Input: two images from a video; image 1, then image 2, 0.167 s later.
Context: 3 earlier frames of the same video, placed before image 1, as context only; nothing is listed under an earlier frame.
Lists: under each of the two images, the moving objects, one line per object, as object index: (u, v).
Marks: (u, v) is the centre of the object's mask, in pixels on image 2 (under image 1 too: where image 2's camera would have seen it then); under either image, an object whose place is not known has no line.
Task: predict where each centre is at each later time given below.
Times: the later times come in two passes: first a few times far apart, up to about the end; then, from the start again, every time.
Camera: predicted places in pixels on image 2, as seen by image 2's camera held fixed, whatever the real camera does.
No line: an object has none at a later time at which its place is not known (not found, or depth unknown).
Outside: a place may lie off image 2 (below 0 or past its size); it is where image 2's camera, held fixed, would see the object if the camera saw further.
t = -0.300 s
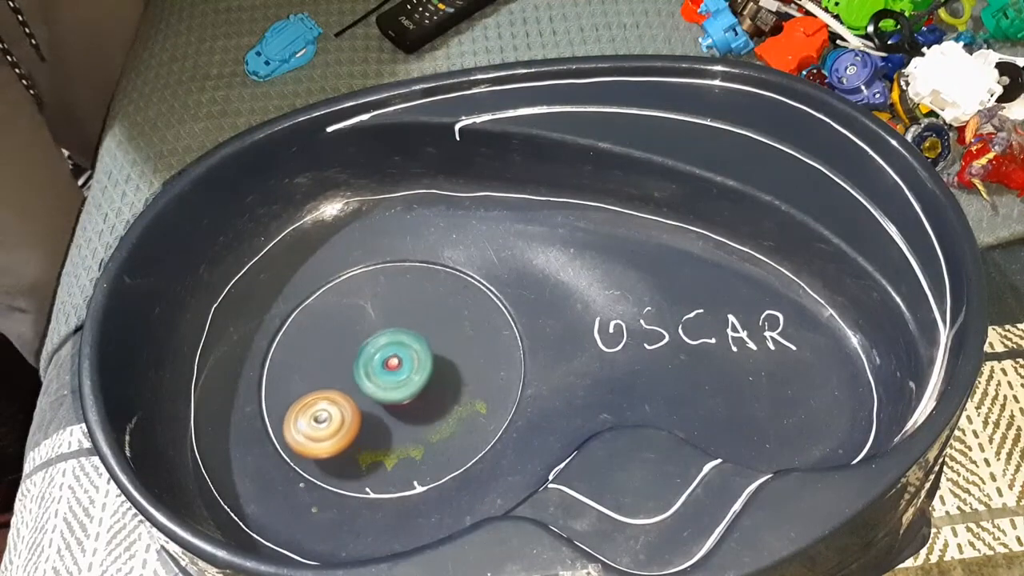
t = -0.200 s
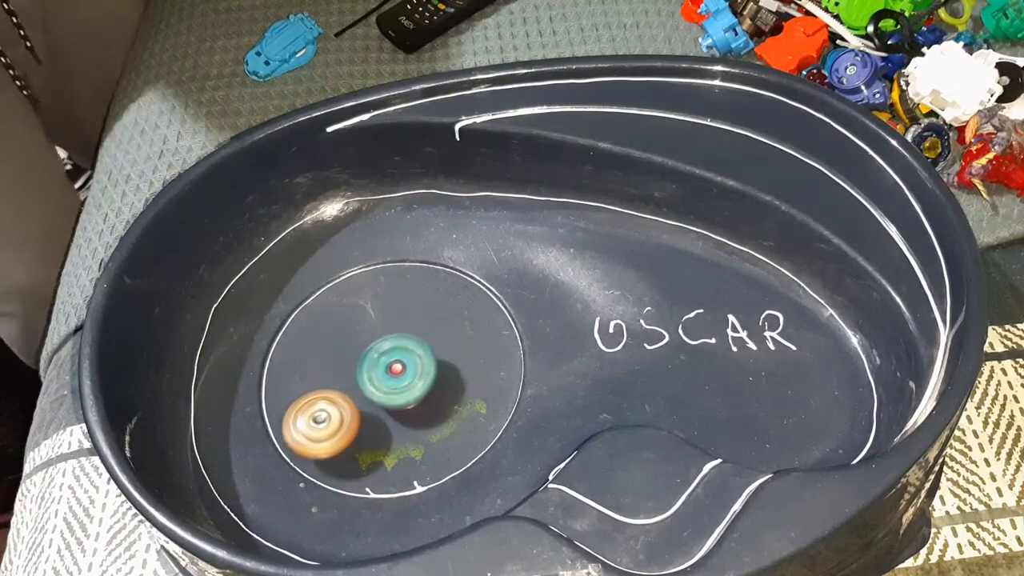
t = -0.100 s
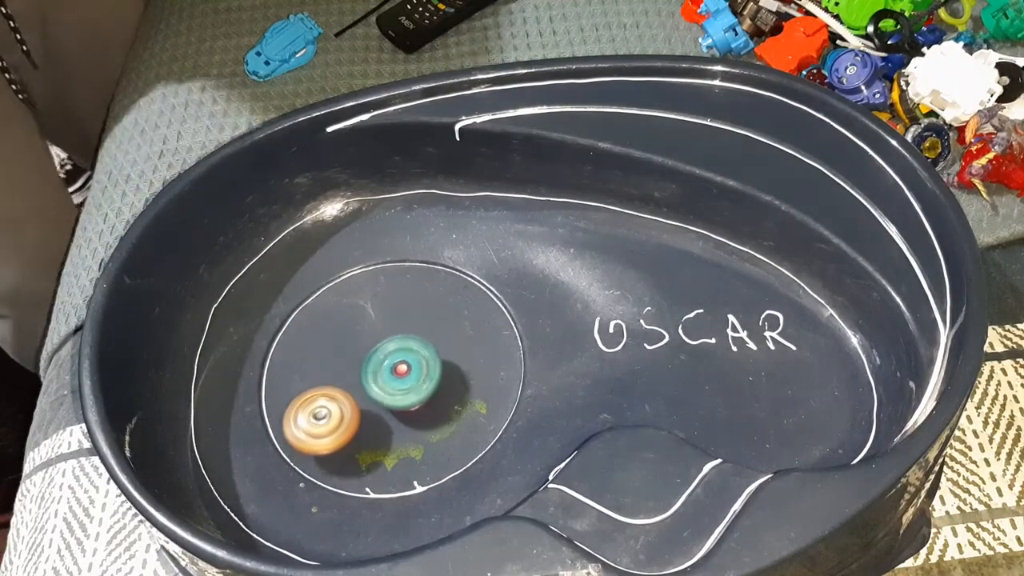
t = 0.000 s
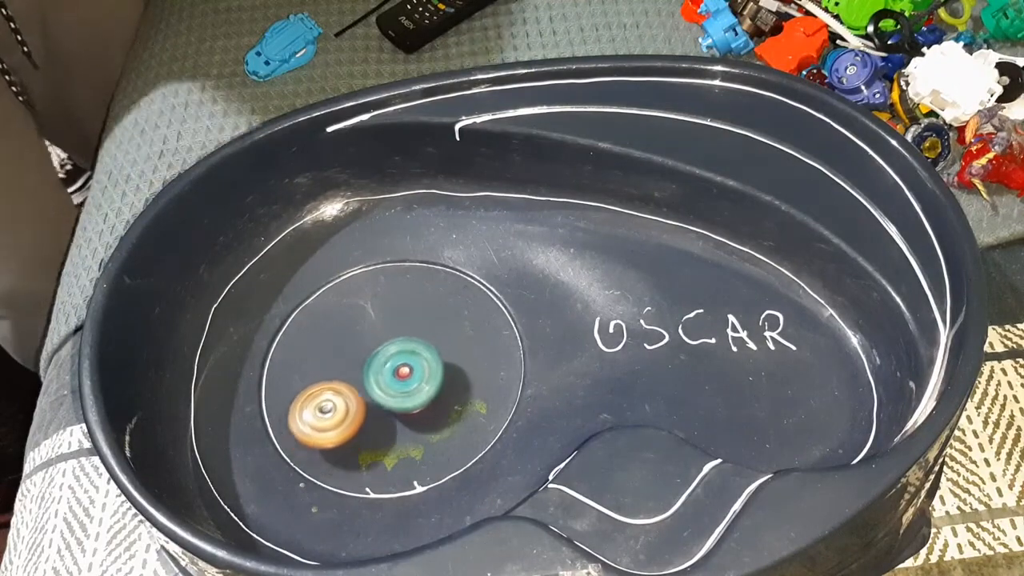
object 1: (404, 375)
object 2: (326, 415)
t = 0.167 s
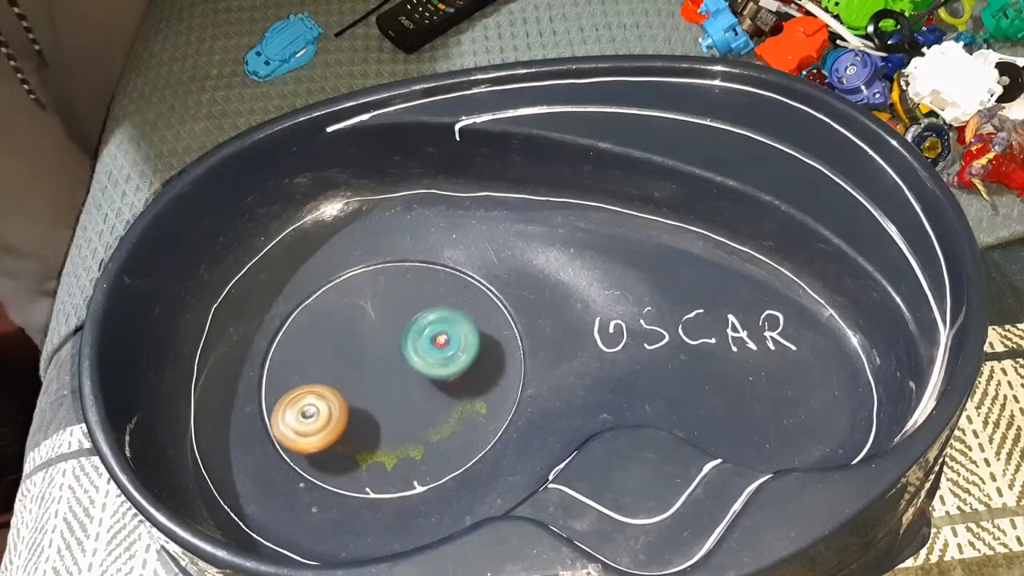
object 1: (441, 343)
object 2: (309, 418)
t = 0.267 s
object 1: (444, 324)
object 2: (308, 414)
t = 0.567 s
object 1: (404, 326)
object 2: (335, 400)
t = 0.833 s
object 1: (412, 328)
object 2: (336, 413)
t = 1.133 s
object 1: (404, 348)
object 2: (348, 412)
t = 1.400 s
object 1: (410, 363)
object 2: (345, 422)
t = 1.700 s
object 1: (419, 356)
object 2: (323, 423)
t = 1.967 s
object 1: (427, 354)
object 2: (311, 418)
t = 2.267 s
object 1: (426, 325)
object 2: (306, 407)
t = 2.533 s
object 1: (406, 346)
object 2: (318, 405)
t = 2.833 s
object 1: (418, 348)
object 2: (310, 416)
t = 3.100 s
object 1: (410, 376)
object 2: (324, 416)
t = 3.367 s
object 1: (459, 344)
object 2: (321, 418)
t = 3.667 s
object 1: (426, 345)
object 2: (350, 402)
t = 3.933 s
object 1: (437, 317)
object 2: (334, 413)
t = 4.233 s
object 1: (399, 329)
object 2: (341, 406)
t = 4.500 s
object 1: (390, 310)
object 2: (315, 456)
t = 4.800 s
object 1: (364, 325)
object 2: (333, 461)
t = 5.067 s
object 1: (356, 362)
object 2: (369, 451)
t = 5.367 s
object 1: (320, 332)
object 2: (400, 439)
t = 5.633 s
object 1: (316, 344)
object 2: (401, 396)
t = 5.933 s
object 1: (310, 364)
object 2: (394, 368)
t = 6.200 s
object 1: (290, 389)
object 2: (375, 366)
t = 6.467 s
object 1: (291, 434)
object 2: (369, 373)
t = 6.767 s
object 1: (332, 463)
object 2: (383, 367)
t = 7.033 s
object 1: (359, 437)
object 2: (391, 363)
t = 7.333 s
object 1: (355, 443)
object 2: (393, 329)
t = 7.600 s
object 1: (349, 410)
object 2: (371, 333)
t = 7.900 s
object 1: (335, 416)
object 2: (357, 339)
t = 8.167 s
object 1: (344, 432)
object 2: (360, 352)
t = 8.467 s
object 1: (373, 458)
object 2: (373, 356)
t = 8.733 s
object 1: (389, 458)
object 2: (377, 340)
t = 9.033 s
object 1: (400, 456)
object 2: (360, 326)
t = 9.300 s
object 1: (374, 410)
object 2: (345, 343)
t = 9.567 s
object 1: (368, 417)
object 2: (332, 339)
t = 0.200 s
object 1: (443, 336)
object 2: (308, 417)
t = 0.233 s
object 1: (444, 330)
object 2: (308, 416)
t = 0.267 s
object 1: (444, 324)
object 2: (308, 414)
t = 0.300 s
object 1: (442, 319)
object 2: (308, 413)
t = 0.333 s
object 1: (439, 316)
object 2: (310, 411)
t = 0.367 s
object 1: (435, 313)
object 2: (312, 410)
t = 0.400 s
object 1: (430, 312)
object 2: (314, 408)
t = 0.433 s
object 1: (425, 313)
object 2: (317, 406)
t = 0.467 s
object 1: (421, 314)
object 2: (321, 405)
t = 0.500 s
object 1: (415, 317)
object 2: (325, 403)
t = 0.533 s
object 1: (410, 321)
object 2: (330, 402)
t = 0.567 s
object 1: (404, 326)
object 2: (335, 400)
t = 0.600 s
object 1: (399, 332)
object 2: (340, 399)
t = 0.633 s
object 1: (397, 337)
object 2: (343, 399)
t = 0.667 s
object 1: (402, 336)
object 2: (337, 406)
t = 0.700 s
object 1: (405, 335)
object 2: (336, 409)
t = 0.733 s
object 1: (408, 333)
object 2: (336, 411)
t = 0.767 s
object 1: (410, 331)
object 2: (336, 412)
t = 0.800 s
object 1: (411, 329)
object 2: (335, 413)
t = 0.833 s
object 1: (412, 328)
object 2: (336, 413)
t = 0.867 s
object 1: (412, 327)
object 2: (336, 414)
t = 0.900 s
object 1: (412, 327)
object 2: (337, 414)
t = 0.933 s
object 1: (411, 328)
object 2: (338, 414)
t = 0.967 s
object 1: (410, 330)
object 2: (340, 414)
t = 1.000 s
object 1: (409, 332)
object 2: (341, 414)
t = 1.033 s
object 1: (407, 335)
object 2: (342, 414)
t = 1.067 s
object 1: (407, 339)
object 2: (344, 414)
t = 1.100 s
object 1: (405, 343)
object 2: (346, 413)
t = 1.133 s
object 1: (404, 348)
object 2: (348, 412)
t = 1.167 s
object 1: (405, 351)
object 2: (348, 414)
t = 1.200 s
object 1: (407, 352)
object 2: (347, 417)
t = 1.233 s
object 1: (408, 353)
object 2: (346, 419)
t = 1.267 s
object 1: (409, 354)
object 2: (346, 420)
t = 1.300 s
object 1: (410, 356)
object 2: (345, 421)
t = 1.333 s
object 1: (410, 358)
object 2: (345, 421)
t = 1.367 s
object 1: (410, 360)
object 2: (345, 422)
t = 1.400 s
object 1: (410, 363)
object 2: (345, 422)
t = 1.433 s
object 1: (410, 366)
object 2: (345, 421)
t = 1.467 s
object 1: (413, 366)
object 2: (340, 425)
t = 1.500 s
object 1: (417, 364)
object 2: (335, 428)
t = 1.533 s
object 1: (420, 362)
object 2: (332, 429)
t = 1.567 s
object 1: (421, 360)
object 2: (329, 429)
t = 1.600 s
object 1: (421, 359)
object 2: (327, 428)
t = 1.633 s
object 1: (421, 357)
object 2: (325, 427)
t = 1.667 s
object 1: (421, 356)
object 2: (324, 425)
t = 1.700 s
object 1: (419, 356)
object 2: (323, 423)
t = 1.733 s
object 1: (416, 357)
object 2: (323, 421)
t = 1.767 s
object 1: (413, 359)
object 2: (324, 419)
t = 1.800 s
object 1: (409, 362)
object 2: (324, 416)
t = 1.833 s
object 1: (406, 365)
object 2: (327, 413)
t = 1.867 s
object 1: (404, 368)
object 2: (327, 412)
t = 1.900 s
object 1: (413, 364)
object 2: (317, 416)
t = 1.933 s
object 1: (422, 360)
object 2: (313, 419)
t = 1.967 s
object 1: (427, 354)
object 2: (311, 418)
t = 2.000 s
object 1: (432, 349)
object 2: (308, 418)
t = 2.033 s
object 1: (435, 344)
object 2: (306, 417)
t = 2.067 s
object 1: (436, 339)
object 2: (305, 416)
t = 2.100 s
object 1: (437, 335)
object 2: (303, 415)
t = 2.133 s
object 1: (436, 330)
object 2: (302, 414)
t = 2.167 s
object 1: (435, 327)
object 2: (302, 412)
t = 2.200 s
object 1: (433, 325)
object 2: (302, 411)
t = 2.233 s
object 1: (429, 324)
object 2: (303, 409)
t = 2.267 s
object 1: (426, 325)
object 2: (306, 407)
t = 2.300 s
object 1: (421, 325)
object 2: (307, 405)
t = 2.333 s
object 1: (417, 327)
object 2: (310, 403)
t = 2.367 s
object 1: (413, 330)
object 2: (313, 401)
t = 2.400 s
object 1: (408, 335)
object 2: (317, 400)
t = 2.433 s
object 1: (404, 340)
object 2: (321, 398)
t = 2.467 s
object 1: (399, 345)
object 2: (325, 396)
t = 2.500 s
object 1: (399, 349)
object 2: (324, 398)
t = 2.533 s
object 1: (406, 346)
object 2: (318, 405)
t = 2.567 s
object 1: (411, 346)
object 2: (316, 408)
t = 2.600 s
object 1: (413, 345)
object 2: (314, 410)
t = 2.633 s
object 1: (416, 345)
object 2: (312, 411)
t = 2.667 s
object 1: (417, 344)
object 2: (311, 413)
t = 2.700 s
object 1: (418, 344)
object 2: (310, 414)
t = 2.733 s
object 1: (419, 344)
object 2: (309, 414)
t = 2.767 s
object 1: (420, 345)
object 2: (309, 415)
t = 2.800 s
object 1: (419, 346)
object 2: (309, 416)
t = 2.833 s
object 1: (418, 348)
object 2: (310, 416)
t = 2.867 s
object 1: (417, 350)
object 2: (311, 416)
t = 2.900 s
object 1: (416, 353)
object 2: (313, 416)
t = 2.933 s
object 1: (413, 357)
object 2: (315, 416)
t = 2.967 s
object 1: (412, 360)
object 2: (318, 416)
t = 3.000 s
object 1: (410, 364)
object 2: (320, 415)
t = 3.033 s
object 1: (408, 369)
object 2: (324, 415)
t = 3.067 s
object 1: (406, 374)
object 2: (327, 414)
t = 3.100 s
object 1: (410, 376)
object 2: (324, 416)
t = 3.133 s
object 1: (424, 373)
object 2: (317, 419)
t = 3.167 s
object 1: (432, 371)
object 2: (316, 420)
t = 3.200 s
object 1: (439, 367)
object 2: (315, 421)
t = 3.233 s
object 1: (445, 362)
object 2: (315, 421)
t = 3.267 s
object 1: (451, 357)
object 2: (316, 420)
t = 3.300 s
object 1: (455, 352)
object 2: (317, 420)
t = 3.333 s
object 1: (458, 348)
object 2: (319, 419)
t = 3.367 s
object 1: (459, 344)
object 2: (321, 418)
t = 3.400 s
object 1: (459, 341)
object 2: (323, 416)
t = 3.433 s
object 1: (457, 339)
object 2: (325, 415)
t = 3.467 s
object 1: (455, 337)
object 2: (328, 414)
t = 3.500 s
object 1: (451, 336)
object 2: (331, 412)
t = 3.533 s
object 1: (448, 336)
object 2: (334, 410)
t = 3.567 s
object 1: (443, 337)
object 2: (338, 408)
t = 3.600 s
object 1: (437, 339)
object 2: (341, 406)
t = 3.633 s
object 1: (432, 342)
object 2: (346, 404)
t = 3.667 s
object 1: (426, 345)
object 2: (350, 402)
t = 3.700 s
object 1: (420, 348)
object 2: (353, 400)
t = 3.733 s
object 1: (426, 345)
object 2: (345, 406)
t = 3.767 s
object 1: (433, 341)
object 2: (339, 411)
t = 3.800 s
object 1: (436, 336)
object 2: (336, 413)
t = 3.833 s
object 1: (438, 330)
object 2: (336, 413)
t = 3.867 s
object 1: (439, 325)
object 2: (335, 413)
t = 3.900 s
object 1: (438, 320)
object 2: (334, 413)
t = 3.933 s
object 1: (437, 317)
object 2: (334, 413)
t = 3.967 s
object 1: (435, 314)
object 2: (333, 413)
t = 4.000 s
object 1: (431, 312)
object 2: (334, 413)
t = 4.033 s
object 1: (428, 312)
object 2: (334, 412)
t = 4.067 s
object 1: (424, 312)
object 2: (335, 411)
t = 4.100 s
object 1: (419, 313)
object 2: (335, 411)
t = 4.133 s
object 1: (415, 316)
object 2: (336, 410)
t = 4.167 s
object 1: (410, 319)
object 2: (337, 408)
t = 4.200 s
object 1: (404, 323)
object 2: (339, 407)
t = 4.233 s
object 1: (399, 329)
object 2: (341, 406)
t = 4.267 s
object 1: (394, 335)
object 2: (342, 405)
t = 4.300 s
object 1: (390, 339)
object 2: (341, 408)
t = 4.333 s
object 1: (394, 331)
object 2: (331, 427)
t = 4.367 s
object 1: (395, 324)
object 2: (325, 441)
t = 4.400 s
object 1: (395, 319)
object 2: (320, 449)
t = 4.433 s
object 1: (394, 316)
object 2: (316, 454)
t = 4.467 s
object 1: (392, 312)
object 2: (313, 459)
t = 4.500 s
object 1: (390, 310)
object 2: (315, 456)
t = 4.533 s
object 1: (387, 308)
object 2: (317, 453)
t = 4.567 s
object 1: (384, 308)
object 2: (317, 453)
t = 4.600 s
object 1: (381, 308)
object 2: (317, 455)
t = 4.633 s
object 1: (377, 309)
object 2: (319, 457)
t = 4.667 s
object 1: (374, 310)
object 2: (321, 459)
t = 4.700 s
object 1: (372, 313)
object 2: (323, 460)
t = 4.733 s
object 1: (369, 317)
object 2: (326, 461)
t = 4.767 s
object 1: (366, 321)
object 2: (330, 461)
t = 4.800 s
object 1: (364, 325)
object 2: (333, 461)
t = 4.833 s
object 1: (363, 330)
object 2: (337, 459)
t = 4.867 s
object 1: (361, 335)
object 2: (341, 458)
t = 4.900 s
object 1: (360, 342)
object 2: (345, 455)
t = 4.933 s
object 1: (358, 347)
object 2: (349, 452)
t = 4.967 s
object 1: (358, 355)
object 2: (353, 449)
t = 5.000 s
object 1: (357, 361)
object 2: (358, 445)
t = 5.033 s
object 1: (357, 368)
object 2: (361, 441)
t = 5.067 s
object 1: (356, 362)
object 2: (369, 451)
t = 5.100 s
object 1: (353, 352)
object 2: (376, 458)
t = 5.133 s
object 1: (349, 346)
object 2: (380, 459)
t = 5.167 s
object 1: (344, 341)
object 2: (384, 458)
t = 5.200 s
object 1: (340, 338)
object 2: (387, 457)
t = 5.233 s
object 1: (335, 336)
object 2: (389, 455)
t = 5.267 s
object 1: (332, 334)
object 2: (393, 451)
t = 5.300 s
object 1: (327, 333)
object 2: (395, 448)
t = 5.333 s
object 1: (323, 332)
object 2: (398, 444)
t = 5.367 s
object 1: (320, 332)
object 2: (400, 439)
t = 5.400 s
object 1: (318, 332)
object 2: (402, 434)
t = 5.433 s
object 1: (316, 332)
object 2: (403, 429)
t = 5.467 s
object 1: (314, 334)
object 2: (404, 424)
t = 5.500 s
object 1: (313, 335)
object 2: (405, 418)
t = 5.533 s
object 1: (313, 337)
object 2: (405, 412)
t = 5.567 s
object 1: (313, 339)
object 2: (404, 407)
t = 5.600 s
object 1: (314, 343)
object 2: (403, 402)
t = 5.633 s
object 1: (316, 344)
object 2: (401, 396)
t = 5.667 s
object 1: (319, 347)
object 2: (398, 391)
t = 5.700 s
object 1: (322, 351)
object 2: (395, 386)
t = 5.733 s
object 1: (321, 351)
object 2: (396, 383)
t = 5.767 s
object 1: (320, 353)
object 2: (400, 381)
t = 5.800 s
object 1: (317, 354)
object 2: (400, 378)
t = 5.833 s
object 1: (316, 356)
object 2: (398, 374)
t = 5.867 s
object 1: (315, 359)
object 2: (395, 372)
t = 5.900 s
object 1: (314, 361)
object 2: (393, 370)
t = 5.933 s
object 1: (310, 364)
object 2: (394, 368)
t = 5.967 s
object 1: (304, 365)
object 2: (393, 366)
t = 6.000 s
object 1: (298, 369)
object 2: (391, 365)
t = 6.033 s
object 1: (294, 372)
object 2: (389, 364)
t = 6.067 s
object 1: (291, 375)
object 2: (387, 364)
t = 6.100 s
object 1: (289, 378)
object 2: (384, 364)
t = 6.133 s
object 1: (288, 382)
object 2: (381, 365)
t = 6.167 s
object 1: (289, 386)
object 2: (378, 365)
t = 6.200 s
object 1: (290, 389)
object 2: (375, 366)
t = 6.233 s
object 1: (292, 392)
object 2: (372, 367)
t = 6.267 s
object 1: (287, 399)
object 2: (374, 367)
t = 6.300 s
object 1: (284, 406)
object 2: (375, 366)
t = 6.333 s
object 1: (282, 412)
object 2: (374, 366)
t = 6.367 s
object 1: (282, 419)
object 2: (373, 367)
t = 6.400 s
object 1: (283, 424)
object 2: (372, 369)
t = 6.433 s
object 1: (286, 430)
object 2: (371, 371)
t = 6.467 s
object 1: (291, 434)
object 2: (369, 373)
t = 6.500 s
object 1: (296, 437)
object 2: (367, 376)
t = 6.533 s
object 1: (302, 440)
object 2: (366, 377)
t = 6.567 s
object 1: (307, 442)
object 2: (365, 379)
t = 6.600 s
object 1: (306, 451)
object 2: (371, 373)
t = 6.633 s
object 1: (307, 457)
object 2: (375, 370)
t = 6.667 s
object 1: (312, 460)
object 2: (376, 370)
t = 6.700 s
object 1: (323, 461)
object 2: (378, 369)
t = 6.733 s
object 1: (328, 462)
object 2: (381, 368)
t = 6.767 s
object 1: (332, 463)
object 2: (383, 367)
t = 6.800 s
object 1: (336, 463)
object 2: (384, 367)
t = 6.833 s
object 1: (341, 461)
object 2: (386, 366)
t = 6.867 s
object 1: (346, 458)
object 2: (387, 366)
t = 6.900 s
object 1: (350, 454)
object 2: (388, 366)
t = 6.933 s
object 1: (353, 449)
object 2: (388, 366)
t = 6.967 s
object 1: (355, 444)
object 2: (389, 365)
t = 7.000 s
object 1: (360, 439)
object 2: (390, 365)
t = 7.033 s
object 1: (359, 437)
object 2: (391, 363)
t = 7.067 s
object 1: (355, 442)
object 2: (395, 352)
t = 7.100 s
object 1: (354, 445)
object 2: (396, 347)
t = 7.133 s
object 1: (355, 447)
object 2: (397, 344)
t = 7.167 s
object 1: (355, 448)
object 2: (397, 340)
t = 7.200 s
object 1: (355, 449)
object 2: (397, 338)
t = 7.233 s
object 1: (354, 449)
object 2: (397, 335)
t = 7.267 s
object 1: (354, 448)
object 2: (396, 332)
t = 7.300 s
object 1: (355, 446)
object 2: (394, 330)
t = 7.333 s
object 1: (355, 443)
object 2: (393, 329)
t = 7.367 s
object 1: (354, 440)
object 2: (391, 328)
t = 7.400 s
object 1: (353, 438)
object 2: (388, 327)
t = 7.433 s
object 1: (354, 434)
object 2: (386, 327)
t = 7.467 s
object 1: (353, 429)
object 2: (383, 327)
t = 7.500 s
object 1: (351, 425)
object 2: (380, 328)
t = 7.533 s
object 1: (350, 420)
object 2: (377, 330)
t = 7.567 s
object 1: (351, 415)
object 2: (374, 332)
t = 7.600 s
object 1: (349, 410)
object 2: (371, 333)
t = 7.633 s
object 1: (347, 407)
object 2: (369, 335)
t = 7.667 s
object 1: (343, 408)
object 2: (367, 331)
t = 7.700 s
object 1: (343, 409)
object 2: (365, 332)
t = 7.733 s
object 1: (341, 409)
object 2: (363, 333)
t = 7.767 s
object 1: (340, 409)
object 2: (361, 334)
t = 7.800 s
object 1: (339, 410)
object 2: (360, 336)
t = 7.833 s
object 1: (339, 410)
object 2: (359, 338)
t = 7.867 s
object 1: (338, 411)
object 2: (358, 339)
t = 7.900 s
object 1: (335, 416)
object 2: (357, 339)
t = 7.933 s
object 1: (335, 419)
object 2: (357, 340)
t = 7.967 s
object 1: (336, 421)
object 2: (357, 342)
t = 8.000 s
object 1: (336, 423)
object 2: (357, 344)
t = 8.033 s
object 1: (338, 425)
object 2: (357, 346)
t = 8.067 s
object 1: (339, 427)
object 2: (357, 348)
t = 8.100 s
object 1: (342, 427)
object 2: (358, 351)
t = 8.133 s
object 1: (343, 426)
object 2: (359, 354)
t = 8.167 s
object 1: (344, 432)
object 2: (360, 352)
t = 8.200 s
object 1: (345, 438)
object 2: (361, 350)
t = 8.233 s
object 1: (347, 444)
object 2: (362, 350)
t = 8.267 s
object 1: (349, 450)
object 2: (364, 350)
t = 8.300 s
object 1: (351, 454)
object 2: (365, 351)
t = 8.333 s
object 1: (355, 457)
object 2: (366, 352)
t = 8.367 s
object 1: (360, 459)
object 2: (368, 352)
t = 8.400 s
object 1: (364, 459)
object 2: (370, 353)
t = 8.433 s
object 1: (368, 460)
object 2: (371, 355)
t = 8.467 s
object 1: (373, 458)
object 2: (373, 356)
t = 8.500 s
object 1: (376, 454)
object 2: (375, 358)
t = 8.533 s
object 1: (378, 452)
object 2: (377, 359)
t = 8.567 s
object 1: (383, 447)
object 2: (378, 361)
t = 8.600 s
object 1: (383, 441)
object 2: (379, 363)
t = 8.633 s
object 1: (384, 437)
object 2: (381, 365)
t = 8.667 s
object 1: (386, 444)
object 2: (380, 356)
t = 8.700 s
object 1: (387, 452)
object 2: (377, 346)
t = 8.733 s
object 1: (389, 458)
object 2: (377, 340)
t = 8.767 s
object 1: (392, 461)
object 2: (375, 339)
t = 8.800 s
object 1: (394, 465)
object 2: (375, 336)
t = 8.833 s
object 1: (396, 468)
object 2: (374, 332)
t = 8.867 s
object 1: (398, 469)
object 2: (373, 331)
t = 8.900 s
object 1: (399, 468)
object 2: (370, 328)
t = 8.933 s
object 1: (403, 464)
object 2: (368, 327)
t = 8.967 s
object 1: (404, 462)
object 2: (366, 326)
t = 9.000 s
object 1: (403, 459)
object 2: (363, 326)
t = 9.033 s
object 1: (400, 456)
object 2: (360, 326)
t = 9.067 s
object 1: (401, 451)
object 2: (358, 327)
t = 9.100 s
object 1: (397, 445)
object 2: (354, 328)
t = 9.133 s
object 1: (394, 442)
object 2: (352, 329)
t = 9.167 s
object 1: (391, 435)
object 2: (350, 331)
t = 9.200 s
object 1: (387, 430)
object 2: (348, 334)
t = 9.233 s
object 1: (383, 423)
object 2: (347, 336)
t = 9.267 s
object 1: (378, 416)
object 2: (346, 340)
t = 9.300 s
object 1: (374, 410)
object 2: (345, 343)
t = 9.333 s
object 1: (369, 408)
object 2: (343, 343)
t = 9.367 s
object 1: (370, 408)
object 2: (339, 339)
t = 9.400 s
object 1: (368, 408)
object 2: (336, 341)
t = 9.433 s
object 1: (368, 408)
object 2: (336, 342)
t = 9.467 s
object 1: (368, 407)
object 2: (337, 342)
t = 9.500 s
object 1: (366, 408)
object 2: (336, 343)
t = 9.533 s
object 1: (368, 413)
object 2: (333, 339)
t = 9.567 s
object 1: (368, 417)
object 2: (332, 339)
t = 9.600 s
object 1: (371, 420)
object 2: (332, 338)
